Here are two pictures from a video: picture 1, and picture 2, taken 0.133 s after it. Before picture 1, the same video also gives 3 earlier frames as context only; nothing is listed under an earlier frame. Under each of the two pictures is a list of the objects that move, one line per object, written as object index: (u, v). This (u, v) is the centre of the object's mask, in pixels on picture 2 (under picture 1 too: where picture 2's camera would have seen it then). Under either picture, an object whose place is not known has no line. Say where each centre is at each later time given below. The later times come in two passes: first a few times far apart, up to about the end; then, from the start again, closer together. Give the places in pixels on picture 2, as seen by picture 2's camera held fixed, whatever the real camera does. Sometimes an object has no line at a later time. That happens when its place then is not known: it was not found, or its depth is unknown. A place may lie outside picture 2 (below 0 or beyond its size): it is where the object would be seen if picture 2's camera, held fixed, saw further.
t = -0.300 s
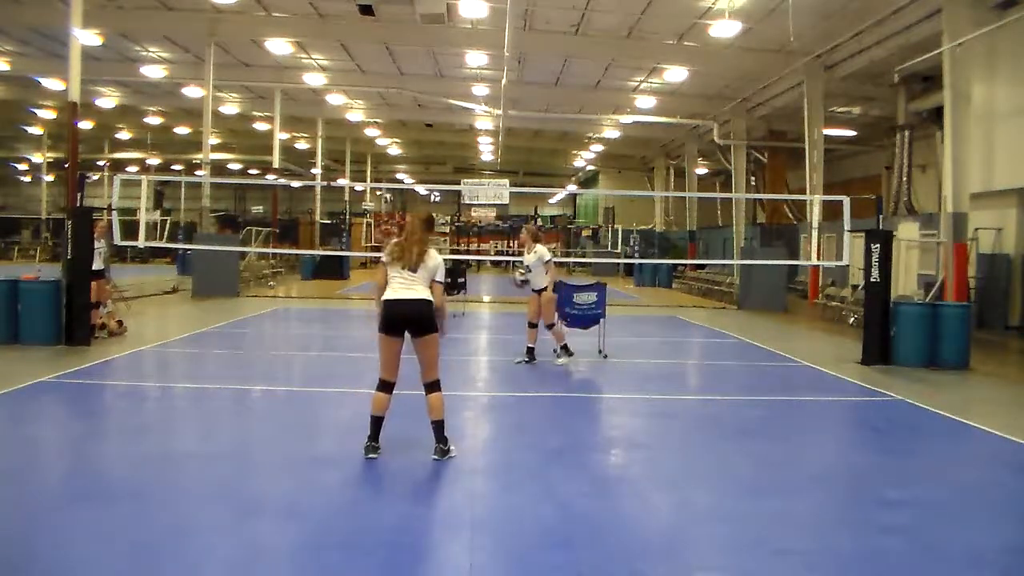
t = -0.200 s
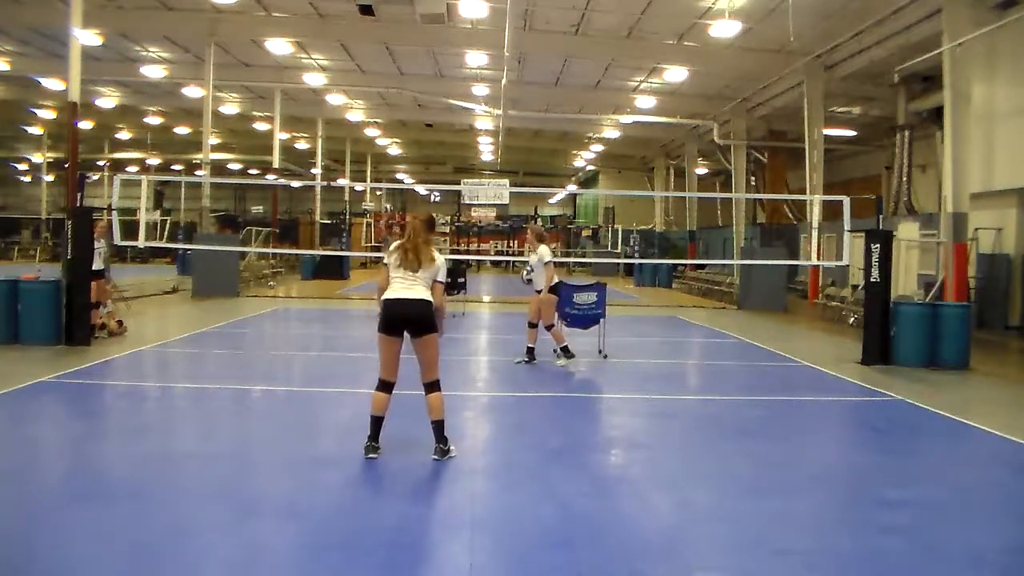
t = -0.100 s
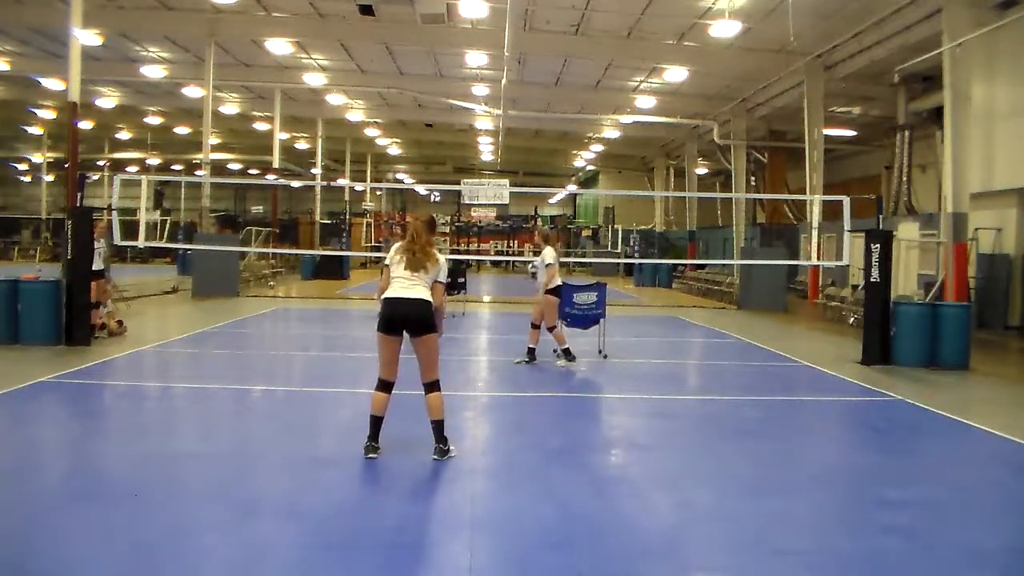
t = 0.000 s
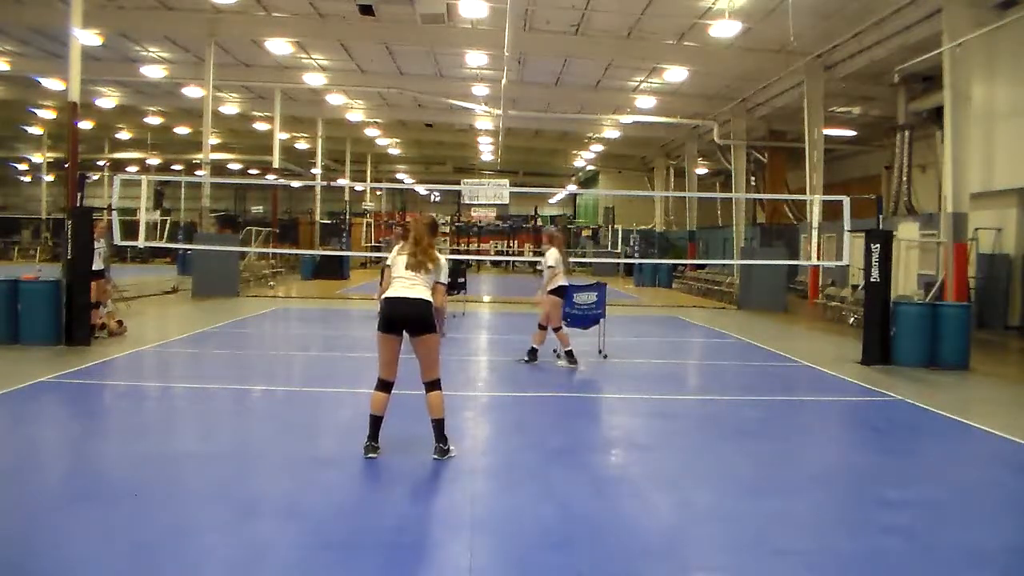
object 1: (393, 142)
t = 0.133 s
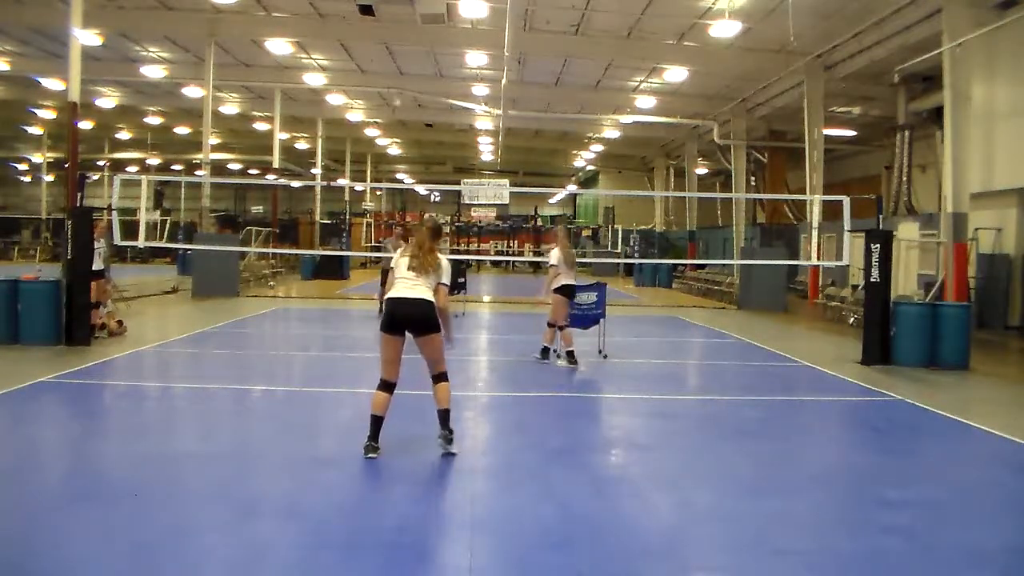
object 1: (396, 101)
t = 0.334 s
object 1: (399, 57)
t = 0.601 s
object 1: (403, 22)
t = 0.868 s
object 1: (407, 38)
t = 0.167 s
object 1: (396, 93)
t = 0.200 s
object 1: (397, 86)
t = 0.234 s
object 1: (399, 79)
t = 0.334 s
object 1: (399, 57)
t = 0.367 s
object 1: (398, 50)
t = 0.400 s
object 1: (398, 45)
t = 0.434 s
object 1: (399, 40)
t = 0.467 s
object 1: (400, 33)
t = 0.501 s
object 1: (401, 30)
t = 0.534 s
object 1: (401, 27)
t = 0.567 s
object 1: (402, 23)
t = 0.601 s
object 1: (403, 22)
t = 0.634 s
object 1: (403, 20)
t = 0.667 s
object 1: (404, 21)
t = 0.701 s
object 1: (404, 22)
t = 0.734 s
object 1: (404, 24)
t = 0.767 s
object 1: (405, 25)
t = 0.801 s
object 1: (406, 28)
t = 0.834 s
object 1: (406, 32)
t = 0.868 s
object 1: (407, 38)
